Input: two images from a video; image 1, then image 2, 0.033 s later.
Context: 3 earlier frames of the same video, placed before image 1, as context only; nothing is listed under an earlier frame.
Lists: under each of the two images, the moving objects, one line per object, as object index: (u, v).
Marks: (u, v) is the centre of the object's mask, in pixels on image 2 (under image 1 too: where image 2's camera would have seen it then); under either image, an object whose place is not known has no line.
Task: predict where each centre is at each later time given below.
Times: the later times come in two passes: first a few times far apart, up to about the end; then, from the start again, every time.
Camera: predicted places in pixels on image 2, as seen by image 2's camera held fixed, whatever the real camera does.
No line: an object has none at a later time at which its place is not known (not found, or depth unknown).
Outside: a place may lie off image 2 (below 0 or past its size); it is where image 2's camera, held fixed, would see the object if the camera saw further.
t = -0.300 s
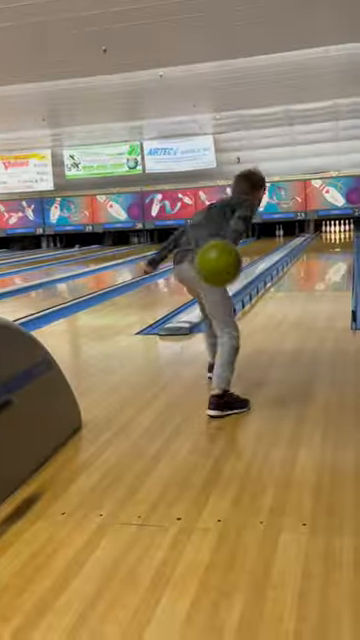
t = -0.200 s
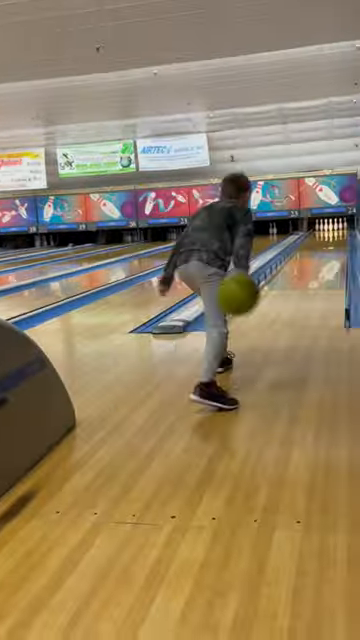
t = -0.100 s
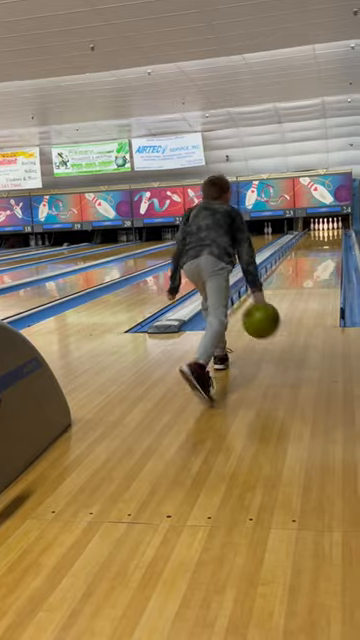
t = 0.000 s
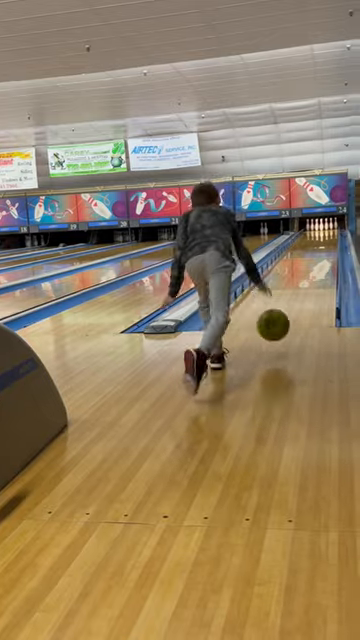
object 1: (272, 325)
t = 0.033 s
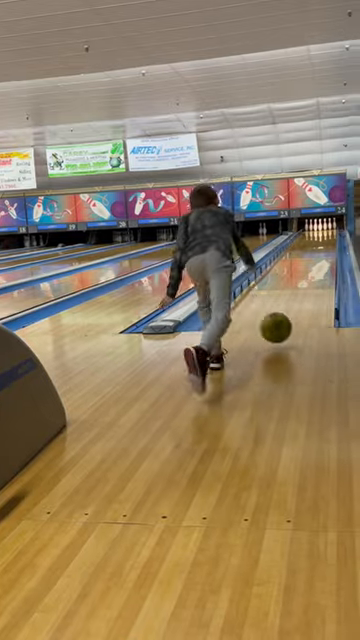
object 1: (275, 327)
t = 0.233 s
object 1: (292, 306)
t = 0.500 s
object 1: (305, 283)
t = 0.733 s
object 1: (313, 270)
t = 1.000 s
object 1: (318, 261)
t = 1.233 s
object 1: (322, 253)
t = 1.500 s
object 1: (325, 248)
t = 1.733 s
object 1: (327, 243)
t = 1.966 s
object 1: (329, 242)
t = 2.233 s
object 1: (331, 237)
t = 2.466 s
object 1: (332, 234)
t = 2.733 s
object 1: (332, 232)
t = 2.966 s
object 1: (333, 230)
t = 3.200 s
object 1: (333, 230)
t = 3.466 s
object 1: (333, 228)
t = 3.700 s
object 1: (334, 226)
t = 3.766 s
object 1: (334, 226)
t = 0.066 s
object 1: (279, 326)
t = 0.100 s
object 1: (282, 319)
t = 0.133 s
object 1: (284, 314)
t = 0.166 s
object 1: (287, 310)
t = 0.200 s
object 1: (289, 308)
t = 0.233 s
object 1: (292, 306)
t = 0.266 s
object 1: (294, 302)
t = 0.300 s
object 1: (296, 299)
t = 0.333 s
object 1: (297, 296)
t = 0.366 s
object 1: (299, 293)
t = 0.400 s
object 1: (301, 291)
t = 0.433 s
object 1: (302, 288)
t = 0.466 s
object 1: (304, 286)
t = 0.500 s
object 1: (305, 283)
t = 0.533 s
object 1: (306, 282)
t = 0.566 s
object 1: (308, 279)
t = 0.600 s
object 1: (309, 278)
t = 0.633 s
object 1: (310, 276)
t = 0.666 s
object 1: (311, 274)
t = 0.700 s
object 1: (312, 272)
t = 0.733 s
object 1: (313, 270)
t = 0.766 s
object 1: (314, 269)
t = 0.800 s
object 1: (314, 267)
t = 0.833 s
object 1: (315, 266)
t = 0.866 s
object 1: (316, 265)
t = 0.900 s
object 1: (316, 264)
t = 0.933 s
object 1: (317, 263)
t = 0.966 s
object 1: (318, 262)
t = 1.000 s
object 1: (318, 261)
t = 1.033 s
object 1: (319, 259)
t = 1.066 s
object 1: (320, 258)
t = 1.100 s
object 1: (320, 257)
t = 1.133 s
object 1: (321, 256)
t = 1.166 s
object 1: (322, 254)
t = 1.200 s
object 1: (322, 253)
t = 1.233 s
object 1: (322, 253)
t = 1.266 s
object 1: (323, 253)
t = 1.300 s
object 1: (322, 252)
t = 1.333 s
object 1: (323, 251)
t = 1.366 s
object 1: (324, 250)
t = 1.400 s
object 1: (324, 250)
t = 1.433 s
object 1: (325, 249)
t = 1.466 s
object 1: (325, 249)
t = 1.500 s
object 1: (325, 248)
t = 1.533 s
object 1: (326, 246)
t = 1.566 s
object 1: (326, 247)
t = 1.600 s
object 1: (327, 244)
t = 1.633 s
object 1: (327, 244)
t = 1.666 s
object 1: (327, 244)
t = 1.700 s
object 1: (327, 244)
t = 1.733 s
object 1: (327, 243)
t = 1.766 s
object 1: (328, 243)
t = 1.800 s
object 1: (329, 242)
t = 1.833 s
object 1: (329, 242)
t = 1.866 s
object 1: (329, 242)
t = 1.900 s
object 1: (329, 242)
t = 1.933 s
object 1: (329, 241)
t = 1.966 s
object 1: (329, 242)
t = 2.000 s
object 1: (330, 240)
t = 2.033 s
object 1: (331, 239)
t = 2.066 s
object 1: (331, 238)
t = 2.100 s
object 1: (331, 238)
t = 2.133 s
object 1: (331, 238)
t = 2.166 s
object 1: (331, 237)
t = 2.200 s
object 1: (331, 238)
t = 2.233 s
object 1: (331, 237)
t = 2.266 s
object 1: (331, 237)
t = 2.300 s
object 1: (331, 237)
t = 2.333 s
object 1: (331, 236)
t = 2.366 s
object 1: (331, 236)
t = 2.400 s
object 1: (331, 236)
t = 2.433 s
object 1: (332, 235)
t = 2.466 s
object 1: (332, 234)
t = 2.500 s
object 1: (332, 234)
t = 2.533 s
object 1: (332, 234)
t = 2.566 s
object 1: (332, 233)
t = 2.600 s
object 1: (332, 233)
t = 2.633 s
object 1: (332, 233)
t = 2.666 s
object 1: (332, 233)
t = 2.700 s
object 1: (333, 233)
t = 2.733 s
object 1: (332, 232)
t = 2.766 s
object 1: (333, 232)
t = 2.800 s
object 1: (332, 232)
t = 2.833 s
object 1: (333, 232)
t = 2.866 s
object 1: (332, 231)
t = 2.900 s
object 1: (333, 231)
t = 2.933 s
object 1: (333, 230)
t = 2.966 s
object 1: (333, 230)
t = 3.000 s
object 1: (333, 230)
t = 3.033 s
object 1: (333, 230)
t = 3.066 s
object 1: (333, 230)
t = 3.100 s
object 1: (333, 230)
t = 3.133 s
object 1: (333, 230)
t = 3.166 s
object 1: (333, 230)
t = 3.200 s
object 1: (333, 230)
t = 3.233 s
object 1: (333, 230)
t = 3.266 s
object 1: (333, 230)
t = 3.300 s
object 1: (333, 228)
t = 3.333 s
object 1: (333, 228)
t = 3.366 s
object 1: (334, 228)
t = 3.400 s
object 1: (333, 229)
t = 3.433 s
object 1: (333, 229)
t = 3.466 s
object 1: (333, 228)
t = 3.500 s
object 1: (334, 227)
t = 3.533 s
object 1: (334, 227)
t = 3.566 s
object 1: (334, 227)
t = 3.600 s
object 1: (334, 227)
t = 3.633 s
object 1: (333, 227)
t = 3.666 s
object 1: (333, 227)
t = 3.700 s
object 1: (334, 226)
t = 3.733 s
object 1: (334, 227)
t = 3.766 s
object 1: (334, 226)
